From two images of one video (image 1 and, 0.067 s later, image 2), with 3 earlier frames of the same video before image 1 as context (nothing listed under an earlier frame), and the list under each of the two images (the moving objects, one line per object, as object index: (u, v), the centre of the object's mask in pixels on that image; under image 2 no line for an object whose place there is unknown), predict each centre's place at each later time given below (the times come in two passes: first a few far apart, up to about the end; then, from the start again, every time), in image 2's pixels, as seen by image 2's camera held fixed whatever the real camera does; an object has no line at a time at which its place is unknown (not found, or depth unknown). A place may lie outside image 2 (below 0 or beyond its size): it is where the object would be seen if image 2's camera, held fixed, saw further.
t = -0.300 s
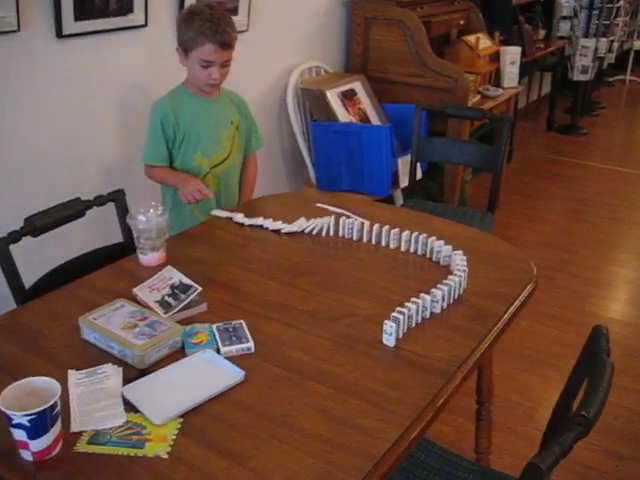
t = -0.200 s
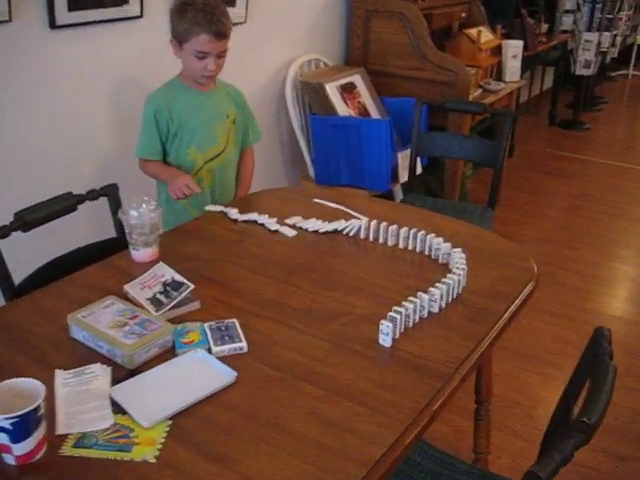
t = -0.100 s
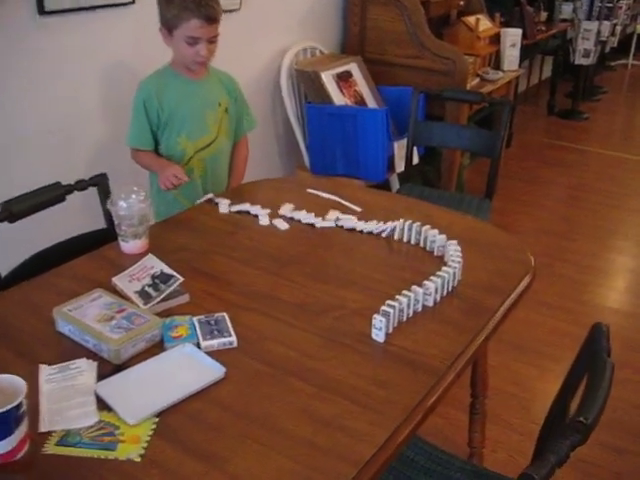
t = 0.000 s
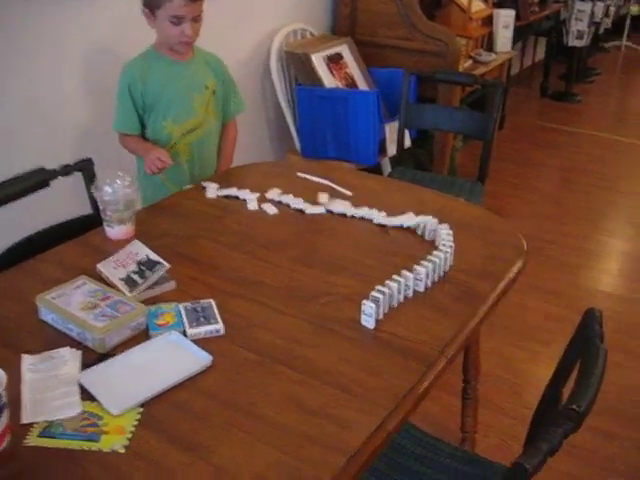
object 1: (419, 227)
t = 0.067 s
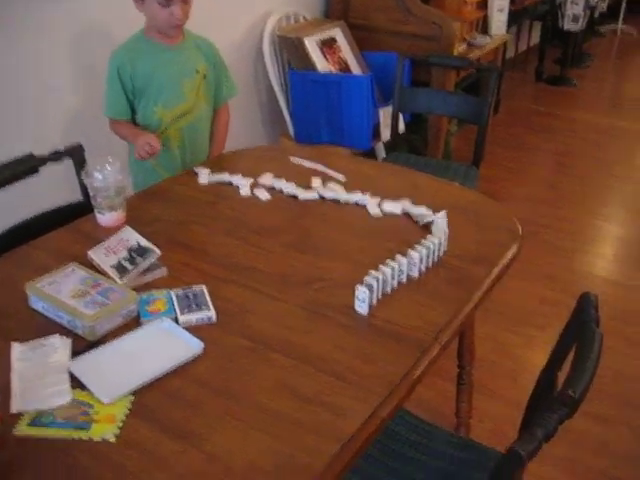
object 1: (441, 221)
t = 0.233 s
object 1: (469, 231)
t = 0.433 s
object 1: (494, 240)
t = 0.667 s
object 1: (504, 244)
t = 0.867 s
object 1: (504, 245)
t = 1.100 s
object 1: (504, 245)
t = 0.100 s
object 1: (444, 222)
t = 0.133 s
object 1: (455, 231)
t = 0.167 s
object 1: (459, 229)
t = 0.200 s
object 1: (464, 229)
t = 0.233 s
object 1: (469, 231)
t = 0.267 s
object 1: (474, 232)
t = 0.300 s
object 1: (479, 234)
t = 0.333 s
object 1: (484, 237)
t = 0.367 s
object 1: (487, 237)
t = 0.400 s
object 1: (491, 240)
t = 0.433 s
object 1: (494, 240)
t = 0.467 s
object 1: (497, 241)
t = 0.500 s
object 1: (499, 242)
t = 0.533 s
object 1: (500, 242)
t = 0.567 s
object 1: (502, 243)
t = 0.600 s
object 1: (504, 244)
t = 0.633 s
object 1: (504, 244)
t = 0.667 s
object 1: (504, 244)
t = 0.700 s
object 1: (504, 244)
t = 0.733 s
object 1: (504, 245)
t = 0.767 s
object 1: (504, 245)
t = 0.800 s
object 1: (504, 245)
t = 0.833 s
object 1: (504, 245)
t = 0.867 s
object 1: (504, 245)
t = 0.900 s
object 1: (504, 245)
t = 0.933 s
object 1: (504, 245)
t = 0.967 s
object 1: (504, 244)
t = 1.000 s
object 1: (504, 245)
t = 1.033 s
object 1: (504, 245)
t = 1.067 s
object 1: (504, 245)
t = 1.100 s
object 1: (504, 245)
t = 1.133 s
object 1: (504, 245)
